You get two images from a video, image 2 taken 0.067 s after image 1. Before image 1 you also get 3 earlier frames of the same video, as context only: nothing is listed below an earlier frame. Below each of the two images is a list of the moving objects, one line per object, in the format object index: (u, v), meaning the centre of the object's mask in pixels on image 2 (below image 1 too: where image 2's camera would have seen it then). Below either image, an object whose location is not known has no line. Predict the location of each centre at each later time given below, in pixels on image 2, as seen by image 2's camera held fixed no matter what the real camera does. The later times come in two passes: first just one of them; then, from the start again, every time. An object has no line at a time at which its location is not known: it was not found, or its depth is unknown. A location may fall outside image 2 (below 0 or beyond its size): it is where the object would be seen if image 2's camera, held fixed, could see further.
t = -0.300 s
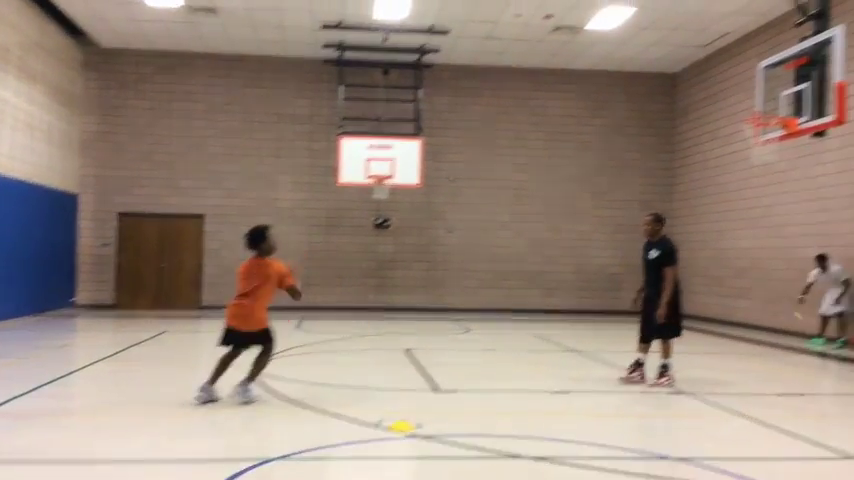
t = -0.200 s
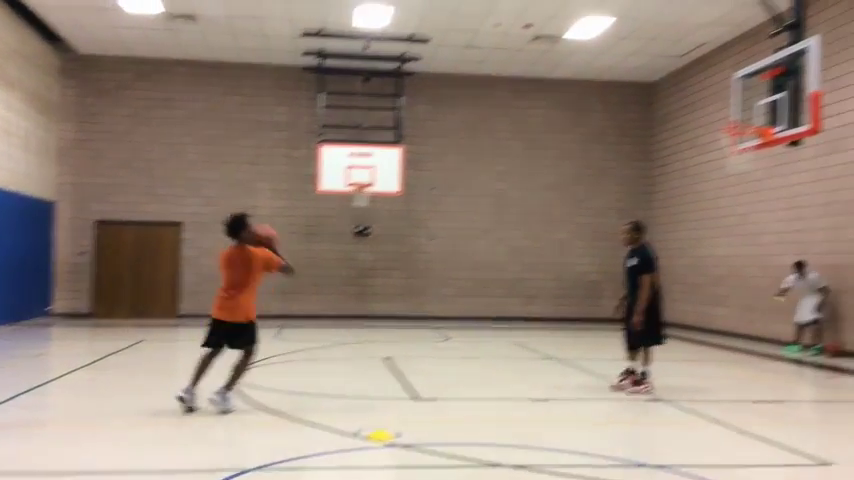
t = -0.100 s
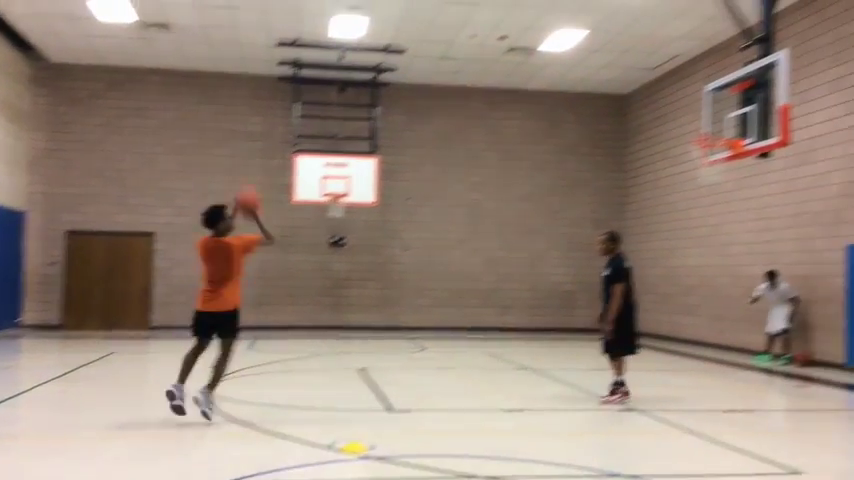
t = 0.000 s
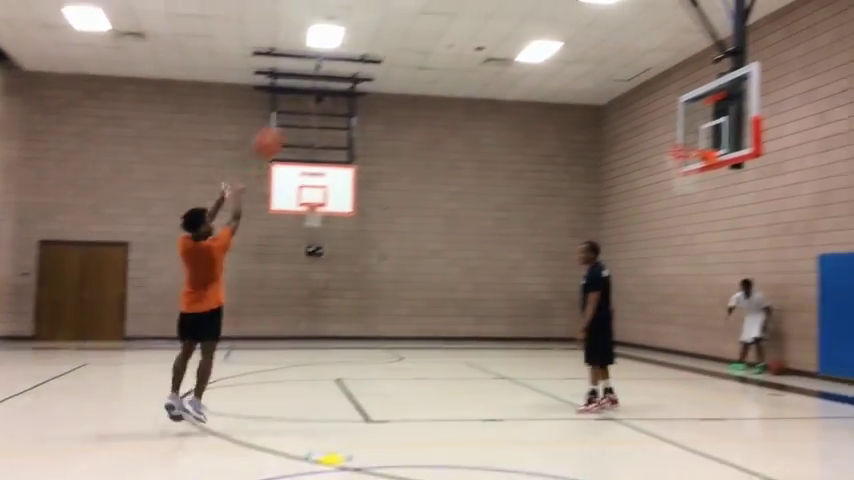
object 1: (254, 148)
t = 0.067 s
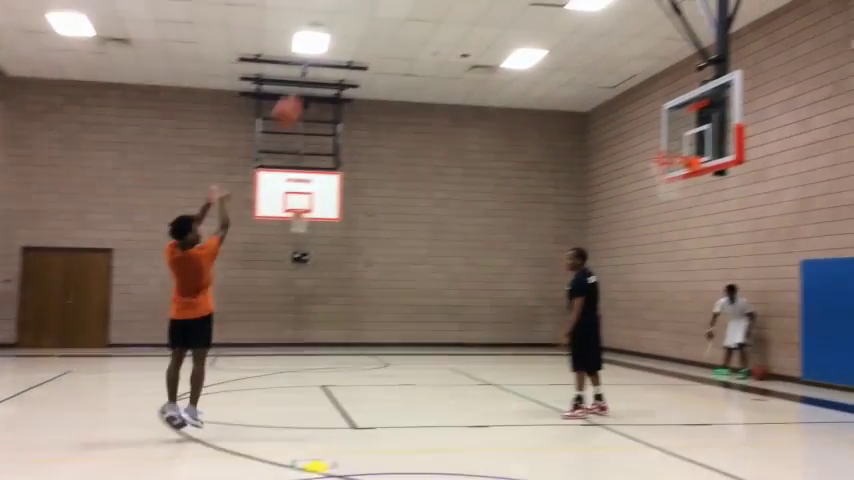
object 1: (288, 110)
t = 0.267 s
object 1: (378, 31)
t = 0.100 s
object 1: (302, 96)
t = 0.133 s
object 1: (318, 78)
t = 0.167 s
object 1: (334, 67)
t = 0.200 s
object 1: (349, 52)
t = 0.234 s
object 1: (363, 42)
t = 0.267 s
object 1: (378, 31)
